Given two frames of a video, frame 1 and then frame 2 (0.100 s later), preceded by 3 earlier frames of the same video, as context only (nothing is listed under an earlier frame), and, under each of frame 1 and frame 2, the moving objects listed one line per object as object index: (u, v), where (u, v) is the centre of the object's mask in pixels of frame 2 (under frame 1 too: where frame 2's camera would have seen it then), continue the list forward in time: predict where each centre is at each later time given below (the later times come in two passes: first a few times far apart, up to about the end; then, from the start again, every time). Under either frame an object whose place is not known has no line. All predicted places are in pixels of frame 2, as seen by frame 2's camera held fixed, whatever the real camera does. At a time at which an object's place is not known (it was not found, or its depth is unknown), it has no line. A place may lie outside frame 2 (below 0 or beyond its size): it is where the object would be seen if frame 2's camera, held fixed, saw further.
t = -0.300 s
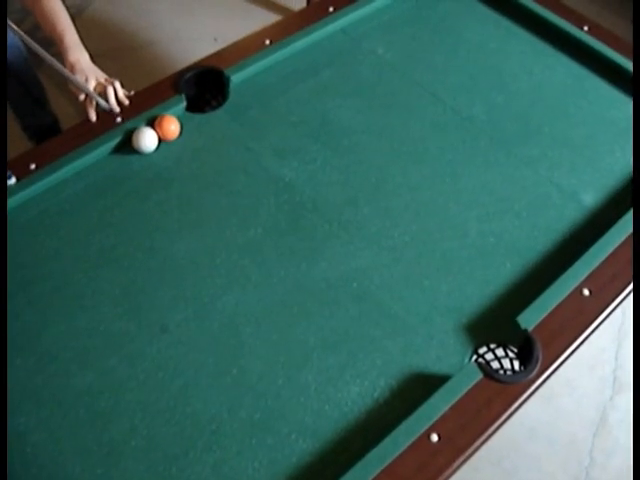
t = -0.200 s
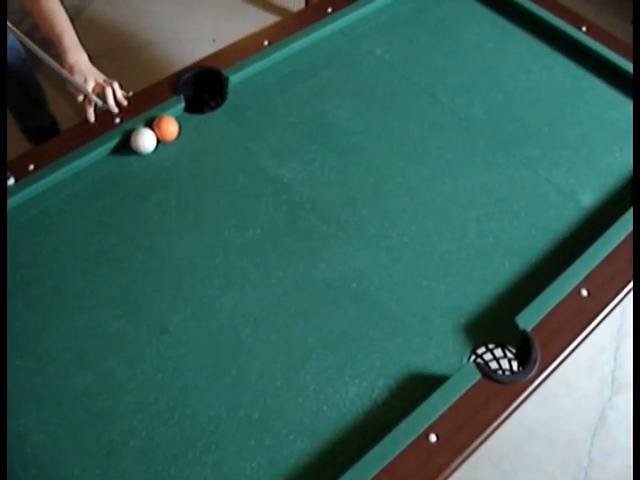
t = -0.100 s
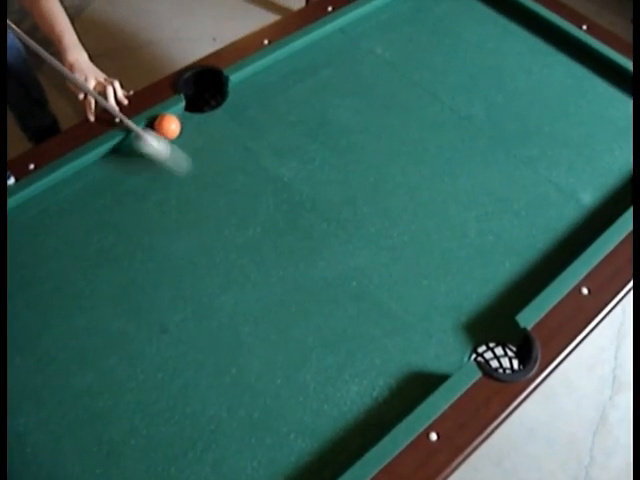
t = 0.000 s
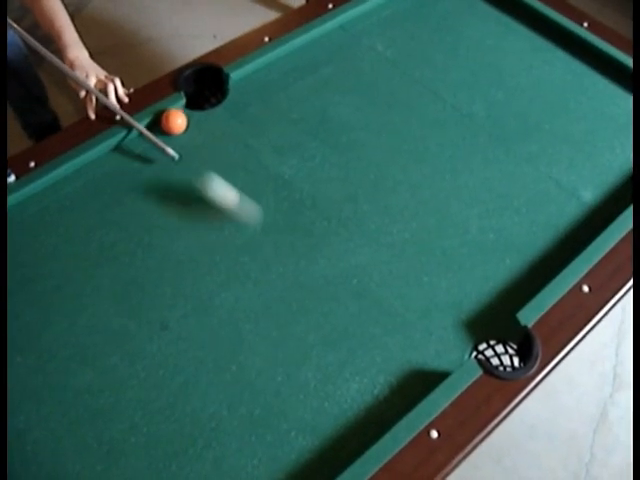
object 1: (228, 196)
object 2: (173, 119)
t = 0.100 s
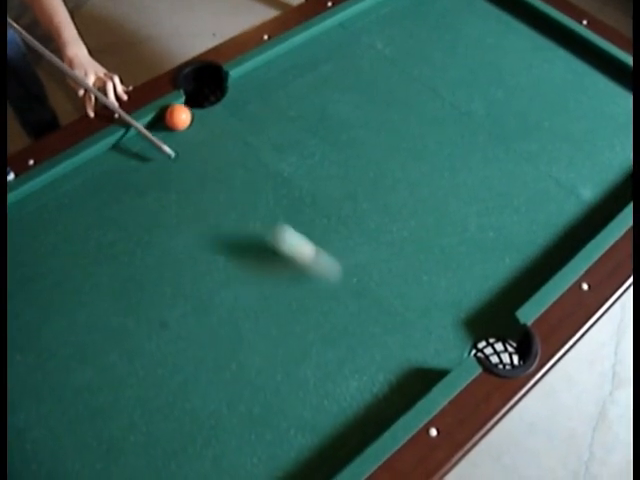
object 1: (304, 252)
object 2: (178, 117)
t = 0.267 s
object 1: (437, 348)
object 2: (185, 113)
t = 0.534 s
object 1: (330, 230)
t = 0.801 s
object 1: (251, 140)
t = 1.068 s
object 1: (235, 85)
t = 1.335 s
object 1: (272, 81)
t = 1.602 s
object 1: (307, 81)
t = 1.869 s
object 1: (337, 80)
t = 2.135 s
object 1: (364, 80)
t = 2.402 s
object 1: (387, 80)
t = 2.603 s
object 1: (401, 81)
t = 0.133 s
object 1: (331, 273)
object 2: (179, 116)
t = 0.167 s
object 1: (360, 294)
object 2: (181, 116)
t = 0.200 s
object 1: (390, 315)
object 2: (182, 115)
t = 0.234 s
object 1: (419, 338)
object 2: (184, 114)
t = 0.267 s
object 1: (437, 348)
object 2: (185, 113)
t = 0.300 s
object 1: (429, 339)
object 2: (186, 112)
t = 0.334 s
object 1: (411, 319)
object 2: (188, 111)
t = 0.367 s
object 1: (393, 301)
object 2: (189, 111)
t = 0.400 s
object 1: (378, 285)
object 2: (190, 110)
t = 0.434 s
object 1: (365, 270)
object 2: (191, 110)
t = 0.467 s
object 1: (353, 256)
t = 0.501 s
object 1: (342, 243)
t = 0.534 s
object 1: (330, 230)
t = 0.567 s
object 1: (320, 217)
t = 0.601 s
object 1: (309, 205)
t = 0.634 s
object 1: (299, 194)
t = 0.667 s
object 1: (289, 183)
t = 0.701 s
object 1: (279, 171)
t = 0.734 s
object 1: (270, 160)
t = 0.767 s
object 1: (260, 150)
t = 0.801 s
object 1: (251, 140)
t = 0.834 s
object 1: (243, 130)
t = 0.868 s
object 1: (234, 120)
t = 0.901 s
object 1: (229, 113)
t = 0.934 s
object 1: (227, 106)
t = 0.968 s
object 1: (229, 101)
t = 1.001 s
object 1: (231, 95)
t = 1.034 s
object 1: (233, 90)
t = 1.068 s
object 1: (235, 85)
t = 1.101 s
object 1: (239, 82)
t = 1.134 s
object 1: (244, 82)
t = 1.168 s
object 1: (248, 82)
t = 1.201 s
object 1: (253, 81)
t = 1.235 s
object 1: (258, 81)
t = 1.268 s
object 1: (263, 81)
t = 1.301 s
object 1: (268, 81)
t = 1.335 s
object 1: (272, 81)
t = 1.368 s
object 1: (277, 81)
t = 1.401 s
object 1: (281, 81)
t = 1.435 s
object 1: (286, 81)
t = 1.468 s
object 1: (290, 81)
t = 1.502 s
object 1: (294, 81)
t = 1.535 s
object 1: (298, 81)
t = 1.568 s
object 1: (303, 81)
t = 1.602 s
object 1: (307, 81)
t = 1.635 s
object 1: (311, 81)
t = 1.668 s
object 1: (315, 81)
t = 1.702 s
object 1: (319, 81)
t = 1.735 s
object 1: (322, 81)
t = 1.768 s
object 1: (326, 80)
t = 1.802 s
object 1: (331, 80)
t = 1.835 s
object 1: (334, 80)
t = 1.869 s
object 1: (337, 80)
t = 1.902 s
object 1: (341, 81)
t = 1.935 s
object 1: (345, 80)
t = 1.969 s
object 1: (348, 80)
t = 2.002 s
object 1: (351, 80)
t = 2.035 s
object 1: (355, 80)
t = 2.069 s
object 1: (358, 80)
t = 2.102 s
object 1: (361, 80)
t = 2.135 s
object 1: (364, 80)
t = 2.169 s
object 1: (367, 80)
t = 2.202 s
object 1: (370, 80)
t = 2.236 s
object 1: (373, 80)
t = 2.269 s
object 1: (376, 80)
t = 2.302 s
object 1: (379, 80)
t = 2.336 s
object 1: (382, 80)
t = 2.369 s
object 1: (384, 80)
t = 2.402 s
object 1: (387, 80)
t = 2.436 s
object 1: (390, 80)
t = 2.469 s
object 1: (392, 80)
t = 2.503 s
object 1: (395, 81)
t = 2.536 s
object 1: (397, 81)
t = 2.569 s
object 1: (399, 81)
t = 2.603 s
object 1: (401, 81)
